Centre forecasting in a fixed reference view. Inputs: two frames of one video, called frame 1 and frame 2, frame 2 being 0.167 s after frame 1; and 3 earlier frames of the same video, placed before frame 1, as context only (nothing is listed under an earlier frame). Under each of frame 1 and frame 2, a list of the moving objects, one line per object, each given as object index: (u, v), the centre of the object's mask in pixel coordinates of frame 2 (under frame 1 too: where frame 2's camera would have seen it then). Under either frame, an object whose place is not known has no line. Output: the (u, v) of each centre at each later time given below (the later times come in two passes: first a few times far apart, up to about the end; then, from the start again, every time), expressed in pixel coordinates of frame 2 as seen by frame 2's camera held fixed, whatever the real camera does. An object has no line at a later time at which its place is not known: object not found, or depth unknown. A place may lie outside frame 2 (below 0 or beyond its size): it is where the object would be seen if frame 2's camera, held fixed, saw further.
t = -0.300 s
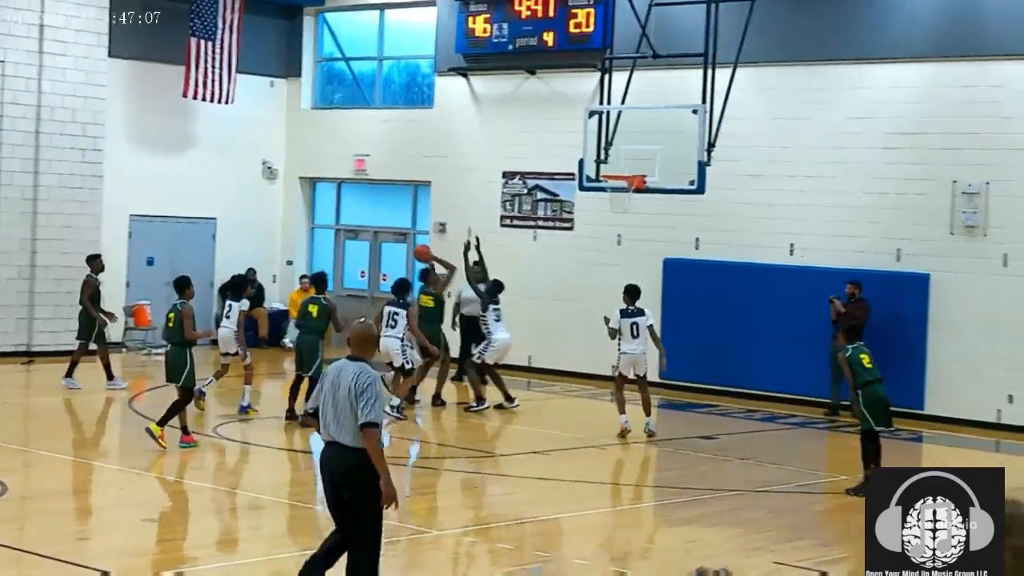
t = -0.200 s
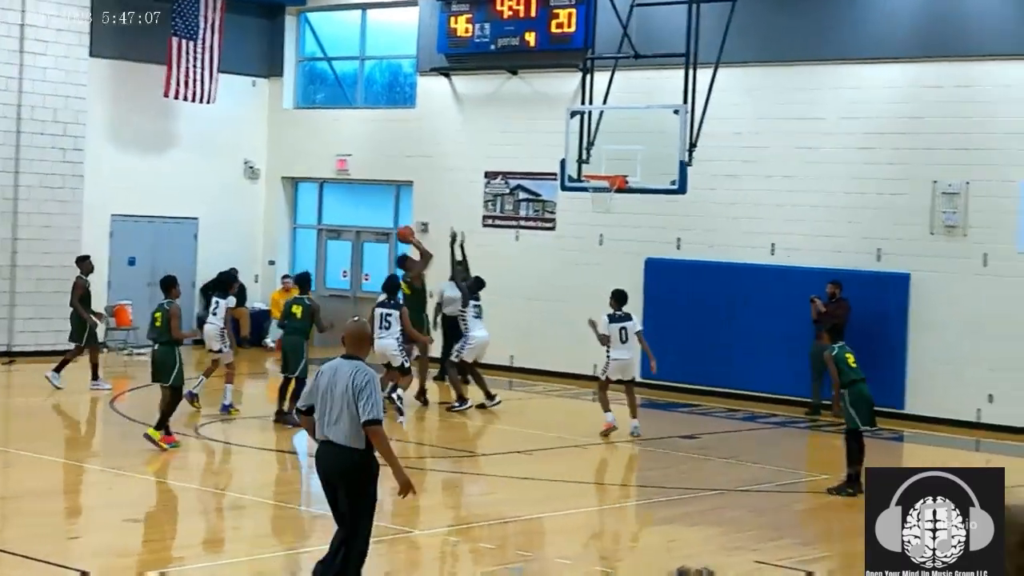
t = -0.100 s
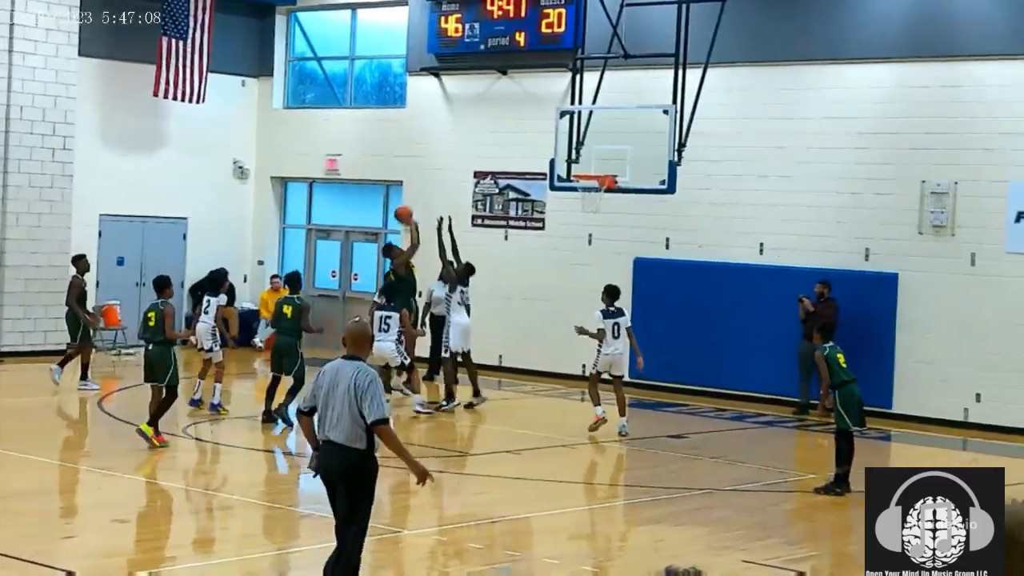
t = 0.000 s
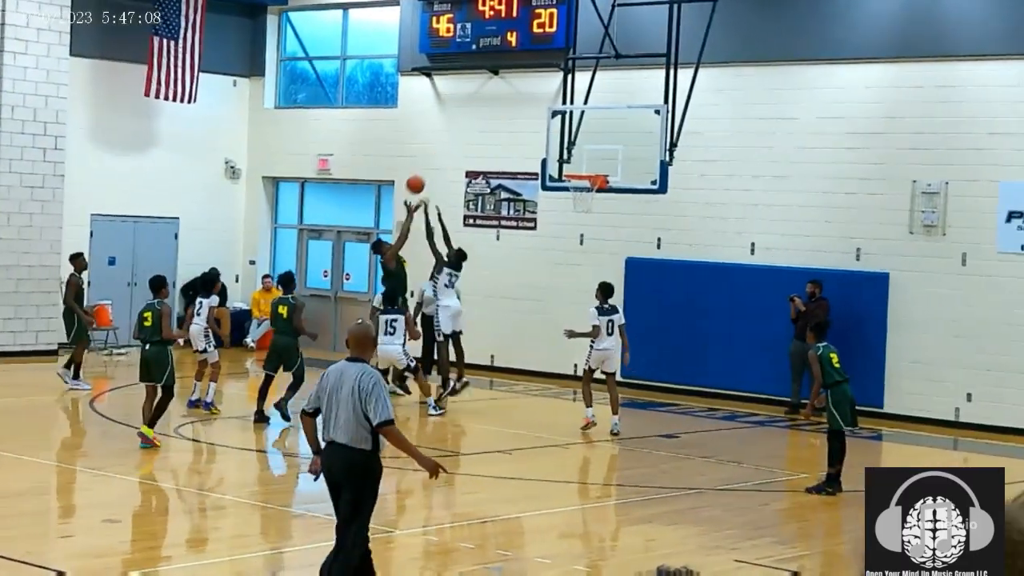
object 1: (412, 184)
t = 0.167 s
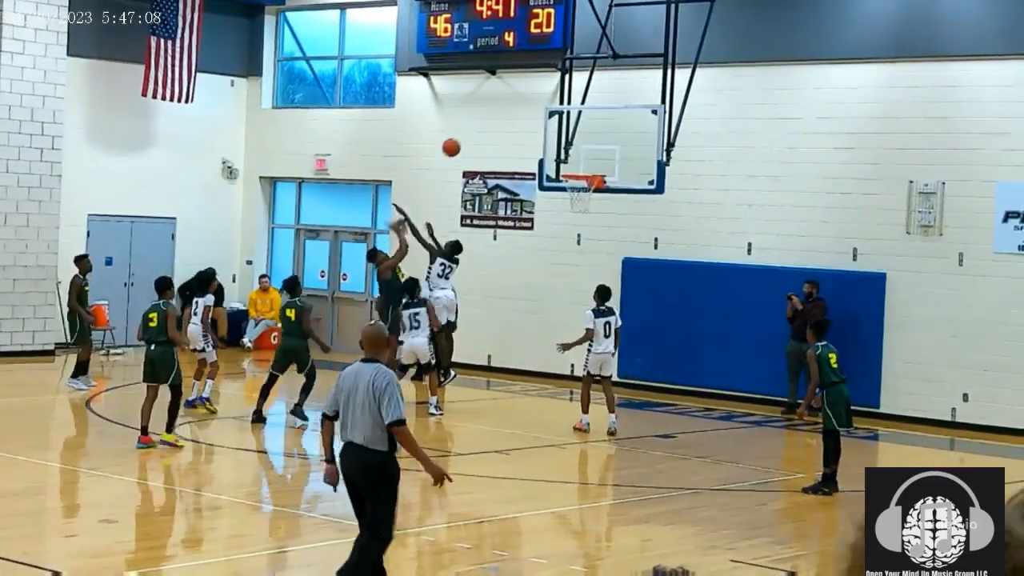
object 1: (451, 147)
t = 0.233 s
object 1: (466, 138)
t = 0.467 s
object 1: (517, 135)
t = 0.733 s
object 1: (563, 160)
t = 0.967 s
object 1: (570, 155)
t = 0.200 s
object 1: (459, 143)
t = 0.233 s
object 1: (466, 138)
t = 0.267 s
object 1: (474, 135)
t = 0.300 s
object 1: (481, 133)
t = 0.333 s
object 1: (488, 132)
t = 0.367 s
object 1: (495, 131)
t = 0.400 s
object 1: (503, 131)
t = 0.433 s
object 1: (510, 133)
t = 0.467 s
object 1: (517, 135)
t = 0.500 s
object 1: (524, 137)
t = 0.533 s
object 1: (531, 141)
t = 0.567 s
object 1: (538, 146)
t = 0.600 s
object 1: (545, 151)
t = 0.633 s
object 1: (552, 157)
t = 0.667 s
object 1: (559, 164)
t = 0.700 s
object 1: (562, 164)
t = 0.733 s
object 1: (563, 160)
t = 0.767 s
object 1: (564, 157)
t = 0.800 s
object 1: (565, 155)
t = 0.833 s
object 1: (566, 153)
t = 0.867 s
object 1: (567, 152)
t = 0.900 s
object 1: (568, 152)
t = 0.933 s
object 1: (569, 153)
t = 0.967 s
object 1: (570, 155)
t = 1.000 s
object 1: (571, 157)
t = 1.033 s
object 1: (571, 160)
